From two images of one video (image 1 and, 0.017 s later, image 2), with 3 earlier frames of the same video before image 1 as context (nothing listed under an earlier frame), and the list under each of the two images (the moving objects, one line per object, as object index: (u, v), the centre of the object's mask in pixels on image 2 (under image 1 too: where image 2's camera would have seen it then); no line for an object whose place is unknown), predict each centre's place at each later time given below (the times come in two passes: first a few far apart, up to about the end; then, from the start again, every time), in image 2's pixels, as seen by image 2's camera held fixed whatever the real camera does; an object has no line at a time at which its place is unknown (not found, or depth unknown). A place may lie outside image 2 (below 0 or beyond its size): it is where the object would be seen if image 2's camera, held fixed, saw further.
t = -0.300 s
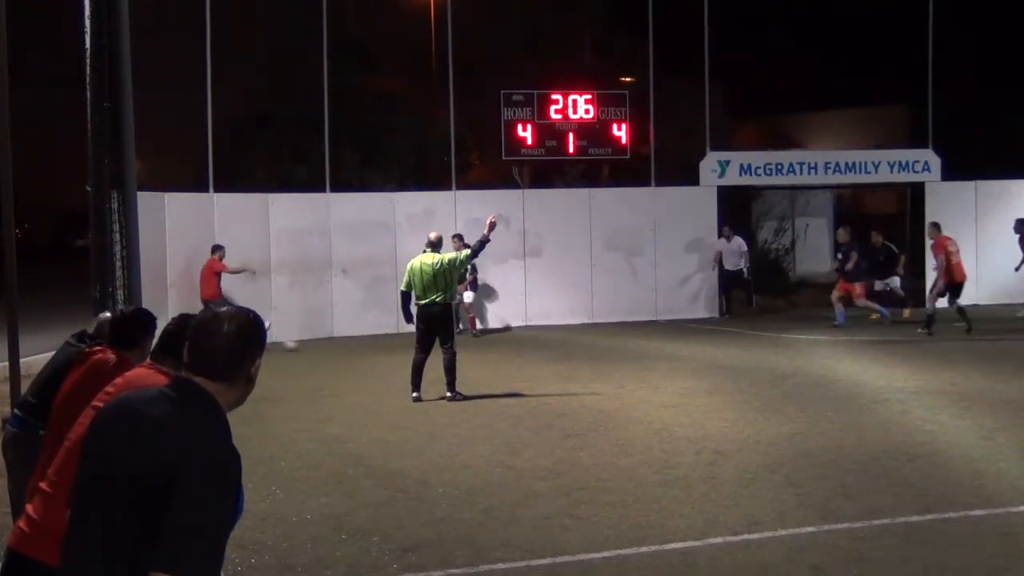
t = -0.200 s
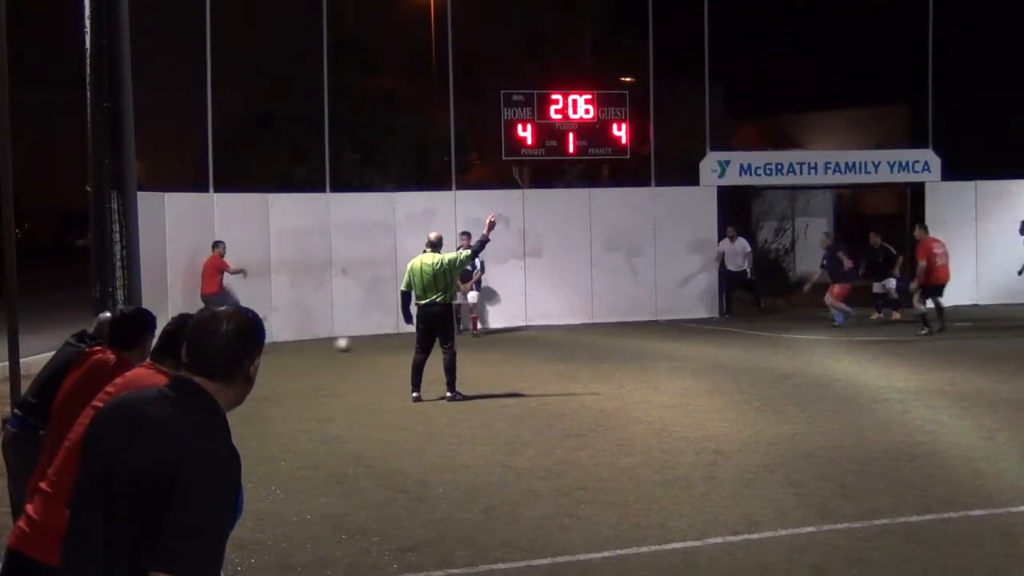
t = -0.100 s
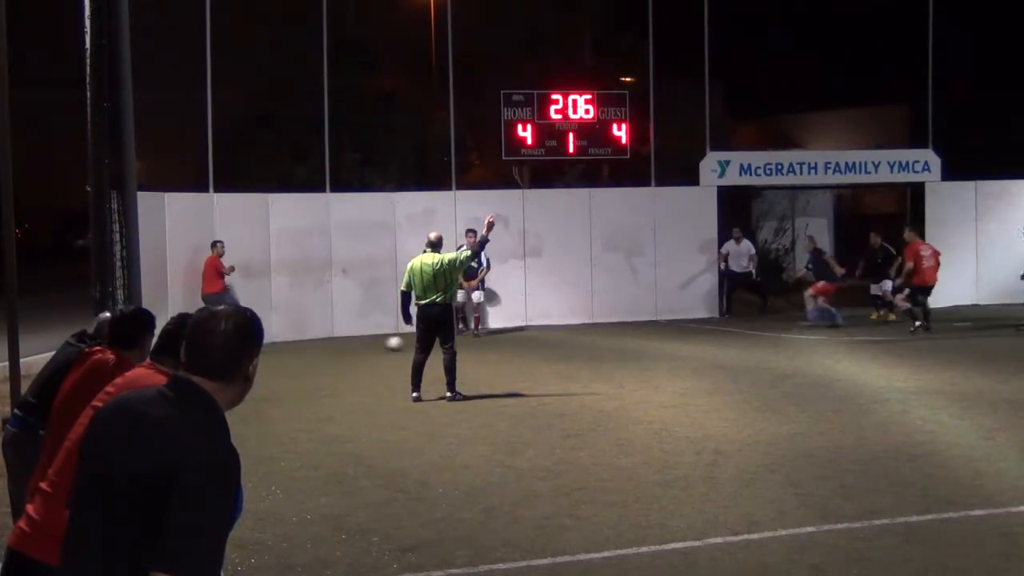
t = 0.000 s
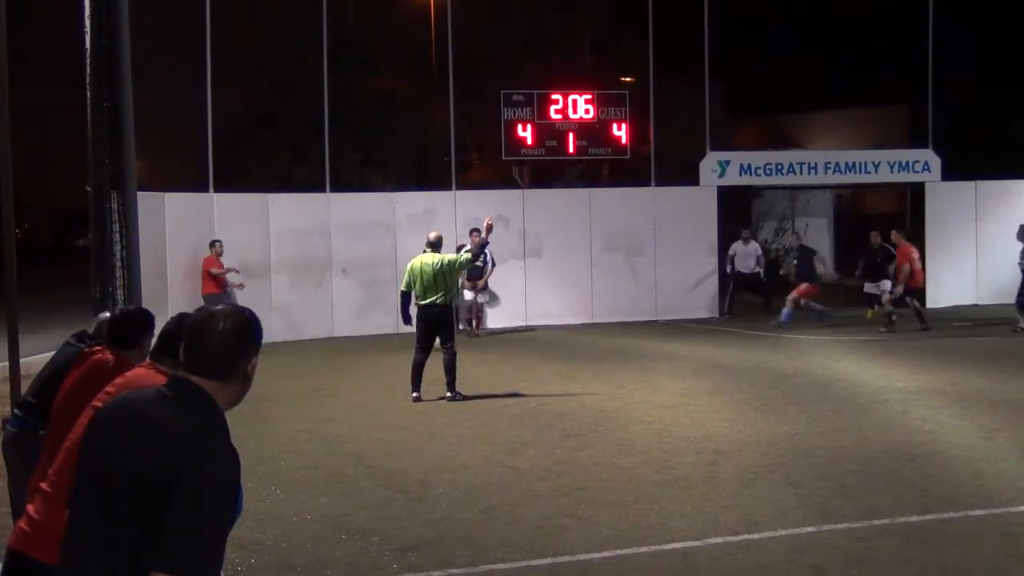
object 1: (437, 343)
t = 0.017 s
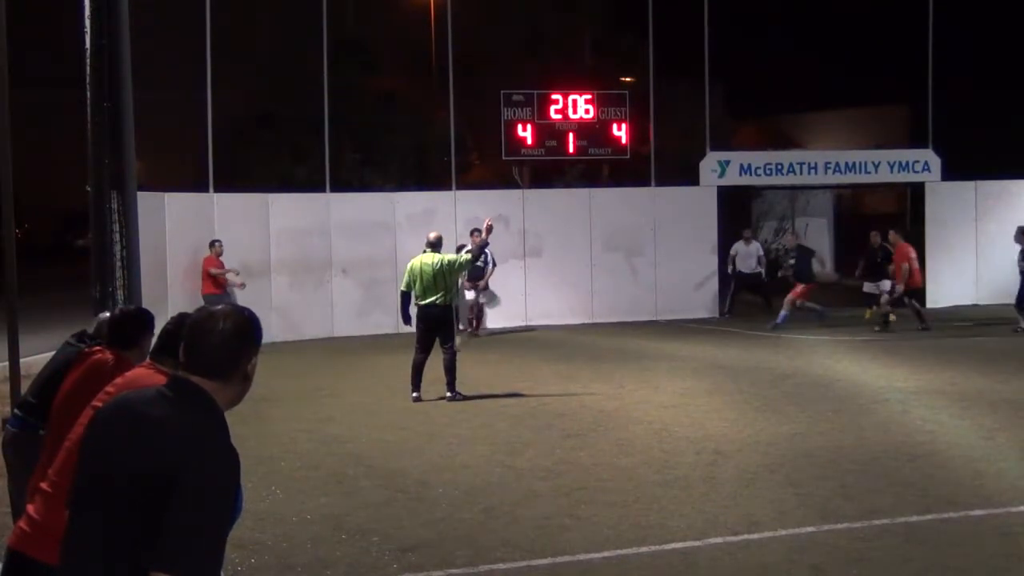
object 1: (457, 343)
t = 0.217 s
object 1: (540, 343)
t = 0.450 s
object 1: (637, 347)
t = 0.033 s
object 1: (462, 343)
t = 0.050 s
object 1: (466, 343)
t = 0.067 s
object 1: (473, 343)
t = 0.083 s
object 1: (481, 343)
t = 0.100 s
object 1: (489, 343)
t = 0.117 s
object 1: (497, 343)
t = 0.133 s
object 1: (505, 343)
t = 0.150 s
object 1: (513, 343)
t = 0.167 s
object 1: (520, 344)
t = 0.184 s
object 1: (527, 344)
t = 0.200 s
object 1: (534, 344)
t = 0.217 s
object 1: (540, 343)
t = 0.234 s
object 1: (548, 343)
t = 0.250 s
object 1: (556, 343)
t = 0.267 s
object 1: (563, 344)
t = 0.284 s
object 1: (570, 344)
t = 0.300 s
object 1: (576, 345)
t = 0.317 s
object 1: (582, 344)
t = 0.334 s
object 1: (590, 344)
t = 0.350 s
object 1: (596, 343)
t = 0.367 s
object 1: (604, 344)
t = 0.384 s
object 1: (610, 344)
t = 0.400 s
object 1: (616, 345)
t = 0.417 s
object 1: (623, 346)
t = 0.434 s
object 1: (629, 346)
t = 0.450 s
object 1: (637, 347)
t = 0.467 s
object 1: (643, 347)
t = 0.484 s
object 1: (650, 347)
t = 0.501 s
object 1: (656, 347)
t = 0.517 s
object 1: (663, 347)
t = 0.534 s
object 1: (670, 347)
